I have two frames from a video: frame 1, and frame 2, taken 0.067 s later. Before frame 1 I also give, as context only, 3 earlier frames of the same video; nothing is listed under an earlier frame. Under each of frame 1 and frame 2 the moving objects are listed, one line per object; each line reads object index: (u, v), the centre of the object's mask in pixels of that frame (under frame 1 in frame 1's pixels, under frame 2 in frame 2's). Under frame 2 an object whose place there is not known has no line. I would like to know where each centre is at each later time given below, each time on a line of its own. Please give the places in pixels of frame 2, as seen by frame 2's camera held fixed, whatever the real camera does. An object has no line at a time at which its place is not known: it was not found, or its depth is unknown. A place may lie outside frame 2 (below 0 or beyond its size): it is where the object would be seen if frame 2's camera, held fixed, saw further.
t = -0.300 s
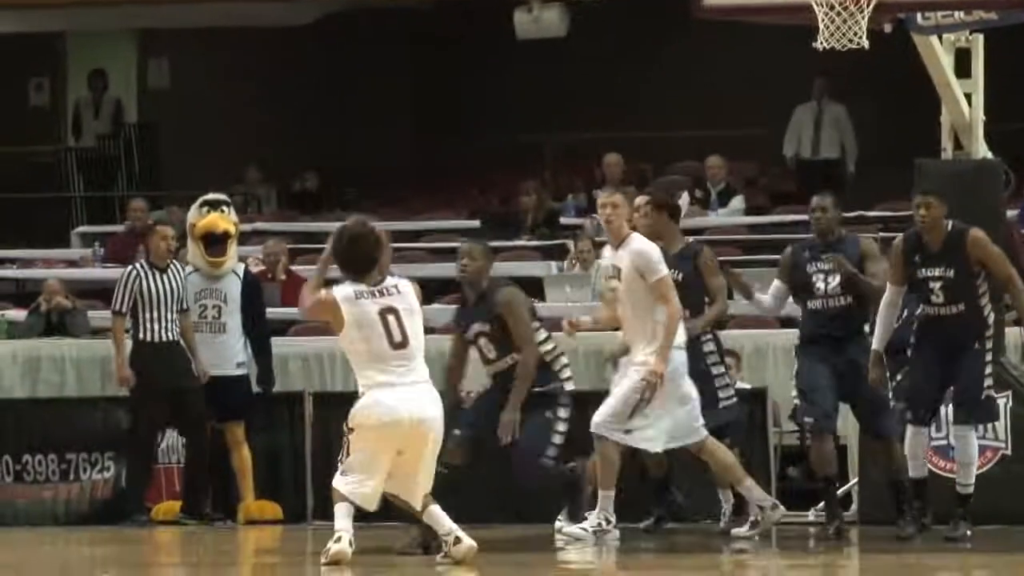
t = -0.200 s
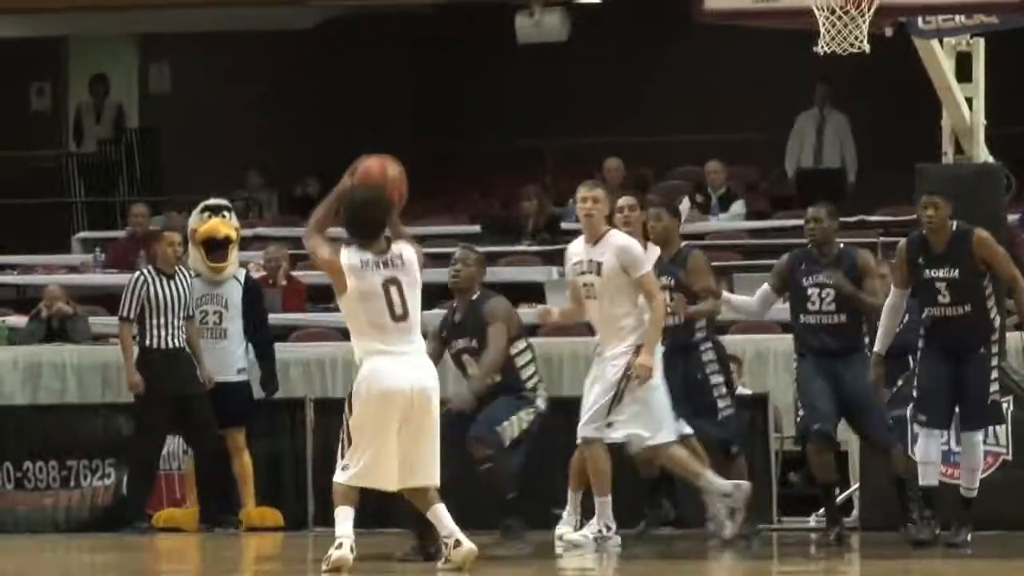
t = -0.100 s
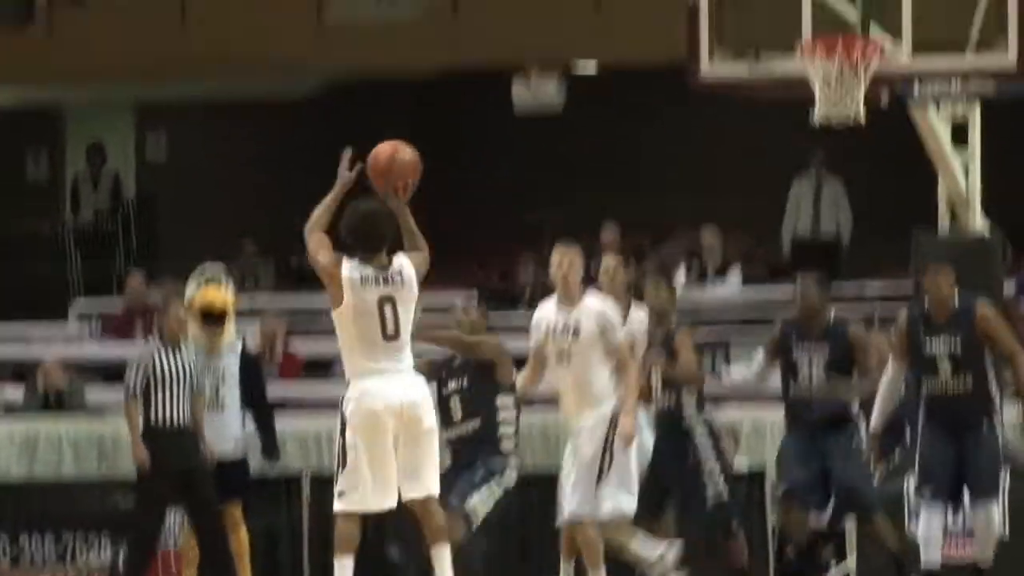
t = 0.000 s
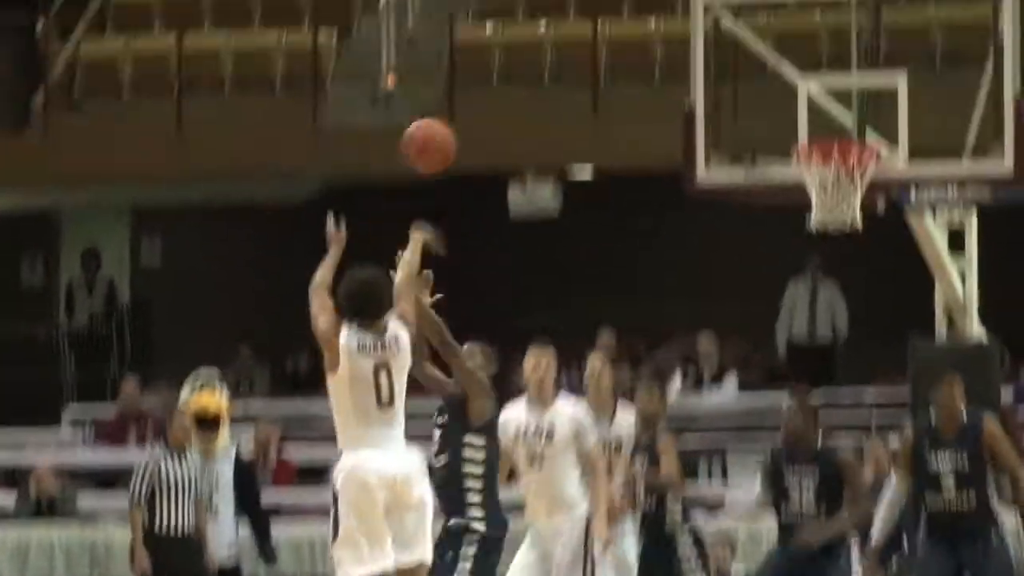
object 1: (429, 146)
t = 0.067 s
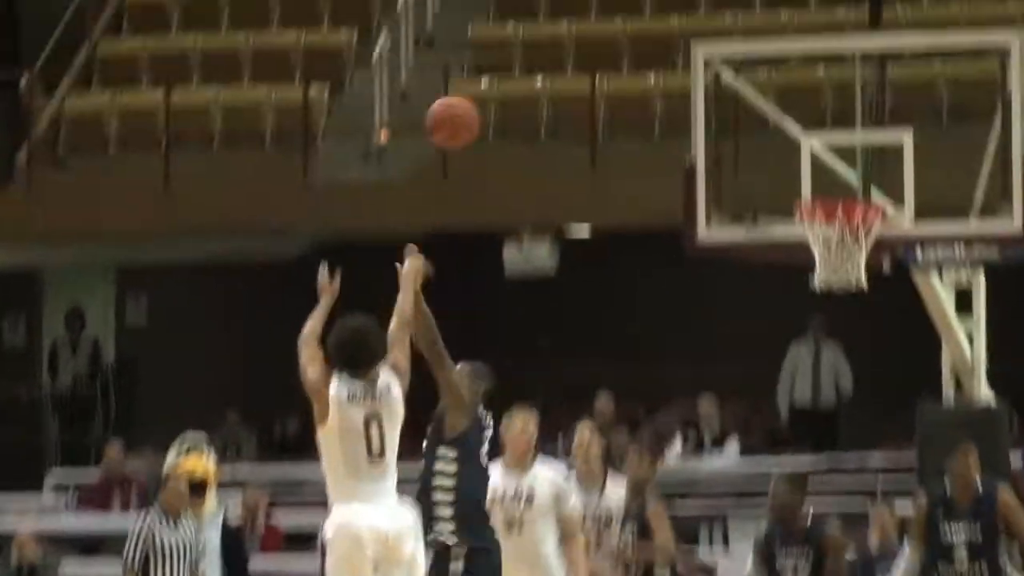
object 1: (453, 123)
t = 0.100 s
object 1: (471, 89)
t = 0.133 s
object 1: (483, 54)
